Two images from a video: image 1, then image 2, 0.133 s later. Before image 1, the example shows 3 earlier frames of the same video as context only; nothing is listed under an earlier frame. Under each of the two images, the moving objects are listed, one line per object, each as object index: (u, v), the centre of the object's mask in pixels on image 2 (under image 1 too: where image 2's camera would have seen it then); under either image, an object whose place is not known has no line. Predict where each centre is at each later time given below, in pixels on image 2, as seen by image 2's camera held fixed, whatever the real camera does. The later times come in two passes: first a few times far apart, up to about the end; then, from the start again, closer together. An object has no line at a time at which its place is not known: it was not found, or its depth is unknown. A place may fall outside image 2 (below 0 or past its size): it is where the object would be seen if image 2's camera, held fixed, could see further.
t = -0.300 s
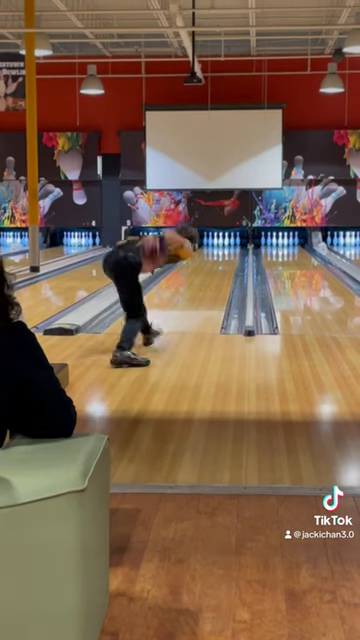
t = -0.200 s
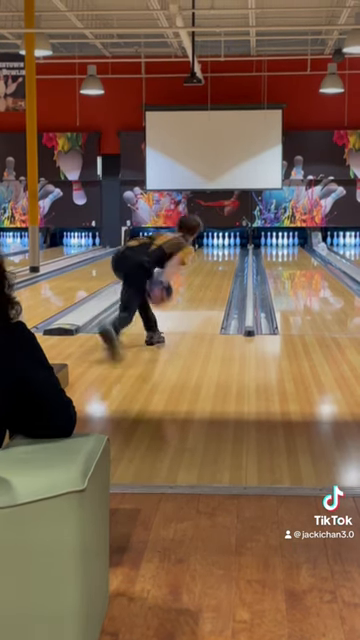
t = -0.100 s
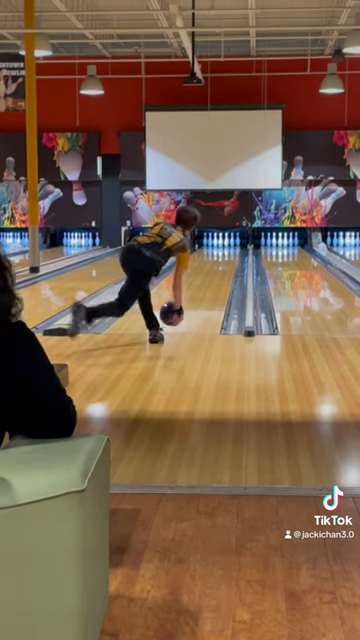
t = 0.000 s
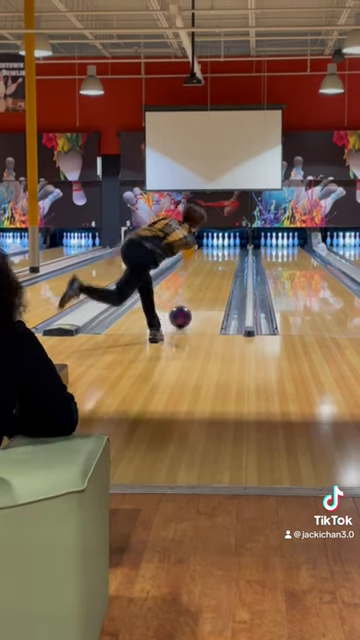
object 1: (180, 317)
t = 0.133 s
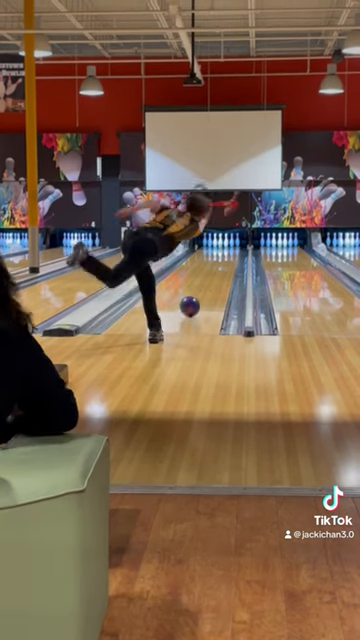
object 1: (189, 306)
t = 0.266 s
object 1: (197, 297)
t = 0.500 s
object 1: (208, 284)
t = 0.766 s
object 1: (216, 274)
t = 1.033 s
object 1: (222, 266)
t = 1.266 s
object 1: (225, 260)
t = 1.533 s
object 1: (227, 255)
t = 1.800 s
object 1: (228, 252)
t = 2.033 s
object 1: (226, 248)
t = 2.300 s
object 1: (225, 245)
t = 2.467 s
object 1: (223, 244)
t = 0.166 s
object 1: (192, 303)
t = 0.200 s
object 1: (194, 301)
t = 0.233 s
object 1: (196, 299)
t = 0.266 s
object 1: (197, 297)
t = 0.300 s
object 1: (199, 295)
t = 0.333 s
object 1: (201, 293)
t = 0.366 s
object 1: (202, 291)
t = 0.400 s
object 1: (204, 289)
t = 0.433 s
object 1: (205, 288)
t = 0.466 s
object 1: (206, 286)
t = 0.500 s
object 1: (208, 284)
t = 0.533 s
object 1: (209, 283)
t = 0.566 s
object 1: (210, 282)
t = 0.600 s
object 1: (211, 280)
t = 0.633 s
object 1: (212, 279)
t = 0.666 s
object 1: (213, 277)
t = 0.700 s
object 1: (214, 277)
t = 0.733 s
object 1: (215, 275)
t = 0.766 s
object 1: (216, 274)
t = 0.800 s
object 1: (217, 273)
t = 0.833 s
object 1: (218, 272)
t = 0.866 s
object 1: (218, 271)
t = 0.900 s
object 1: (219, 270)
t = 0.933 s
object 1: (219, 269)
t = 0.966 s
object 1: (220, 268)
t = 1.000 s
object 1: (221, 267)
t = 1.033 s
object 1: (222, 266)
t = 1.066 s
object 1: (222, 265)
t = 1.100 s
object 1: (223, 264)
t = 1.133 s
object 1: (223, 263)
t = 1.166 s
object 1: (223, 263)
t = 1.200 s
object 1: (224, 262)
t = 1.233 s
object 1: (224, 261)
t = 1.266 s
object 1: (225, 260)
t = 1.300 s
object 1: (225, 259)
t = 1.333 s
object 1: (225, 258)
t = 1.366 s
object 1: (226, 258)
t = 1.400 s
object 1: (226, 258)
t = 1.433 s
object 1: (226, 258)
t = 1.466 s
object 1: (227, 256)
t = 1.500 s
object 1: (226, 256)
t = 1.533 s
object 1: (227, 255)
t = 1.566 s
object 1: (227, 254)
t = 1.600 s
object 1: (227, 254)
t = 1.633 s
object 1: (227, 253)
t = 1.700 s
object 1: (227, 253)
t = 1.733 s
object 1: (227, 253)
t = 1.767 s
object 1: (228, 252)
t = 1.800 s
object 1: (228, 252)
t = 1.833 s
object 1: (227, 252)
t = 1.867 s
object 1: (228, 251)
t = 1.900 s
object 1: (228, 251)
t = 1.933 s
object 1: (228, 250)
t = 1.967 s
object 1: (227, 249)
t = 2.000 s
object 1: (227, 249)
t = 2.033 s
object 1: (226, 248)
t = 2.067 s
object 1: (227, 248)
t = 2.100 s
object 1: (227, 248)
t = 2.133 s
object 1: (226, 248)
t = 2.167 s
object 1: (226, 247)
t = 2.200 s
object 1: (226, 247)
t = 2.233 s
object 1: (225, 246)
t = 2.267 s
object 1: (225, 245)
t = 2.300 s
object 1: (225, 245)
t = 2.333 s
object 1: (225, 245)
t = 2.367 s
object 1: (224, 245)
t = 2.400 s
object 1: (223, 244)
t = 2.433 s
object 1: (222, 244)
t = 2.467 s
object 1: (223, 244)
